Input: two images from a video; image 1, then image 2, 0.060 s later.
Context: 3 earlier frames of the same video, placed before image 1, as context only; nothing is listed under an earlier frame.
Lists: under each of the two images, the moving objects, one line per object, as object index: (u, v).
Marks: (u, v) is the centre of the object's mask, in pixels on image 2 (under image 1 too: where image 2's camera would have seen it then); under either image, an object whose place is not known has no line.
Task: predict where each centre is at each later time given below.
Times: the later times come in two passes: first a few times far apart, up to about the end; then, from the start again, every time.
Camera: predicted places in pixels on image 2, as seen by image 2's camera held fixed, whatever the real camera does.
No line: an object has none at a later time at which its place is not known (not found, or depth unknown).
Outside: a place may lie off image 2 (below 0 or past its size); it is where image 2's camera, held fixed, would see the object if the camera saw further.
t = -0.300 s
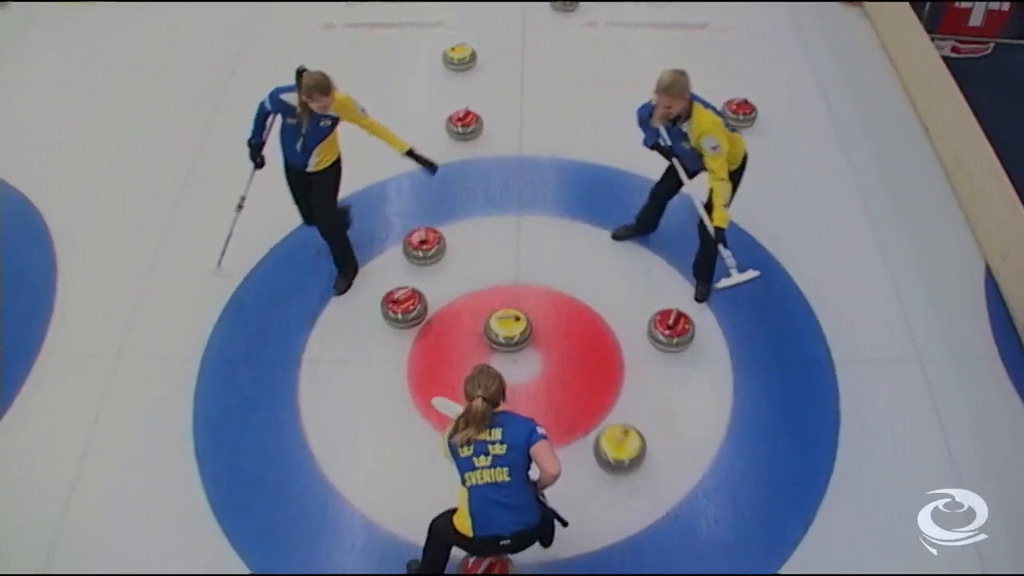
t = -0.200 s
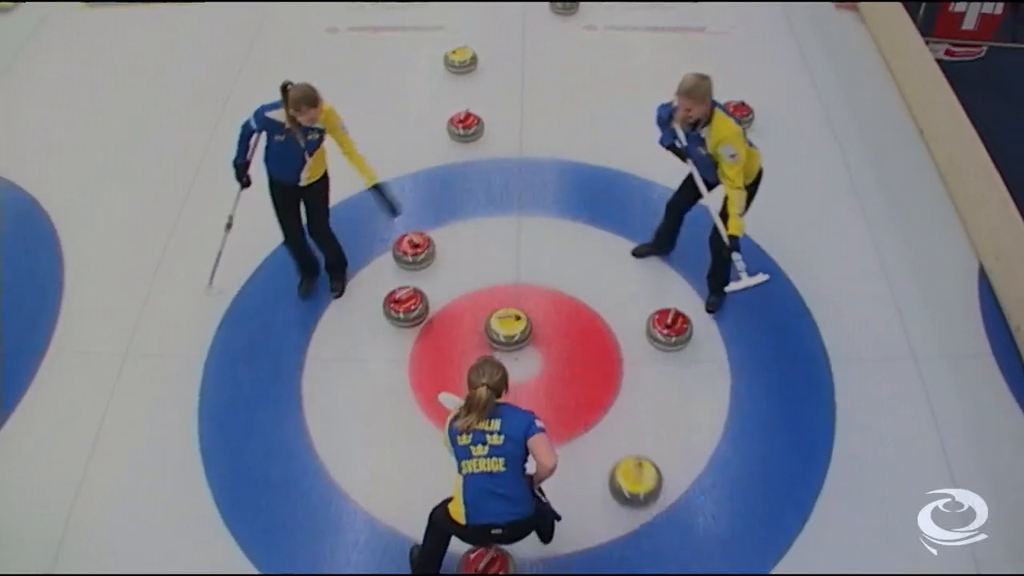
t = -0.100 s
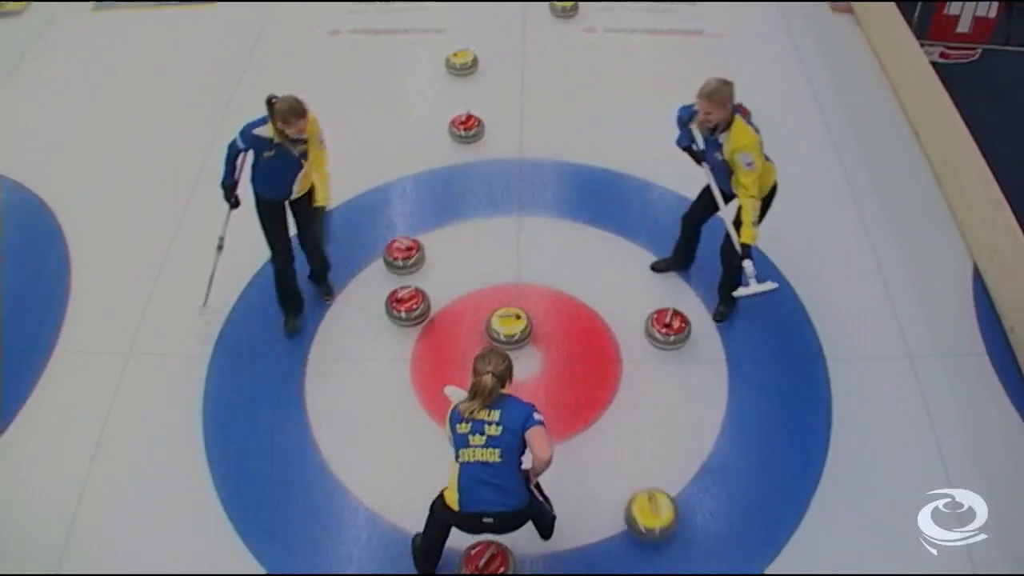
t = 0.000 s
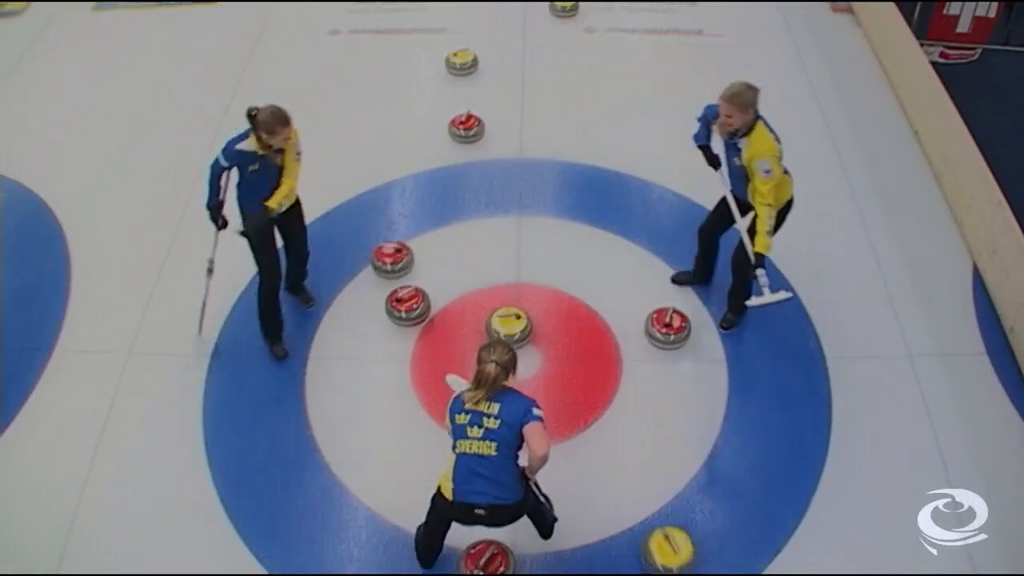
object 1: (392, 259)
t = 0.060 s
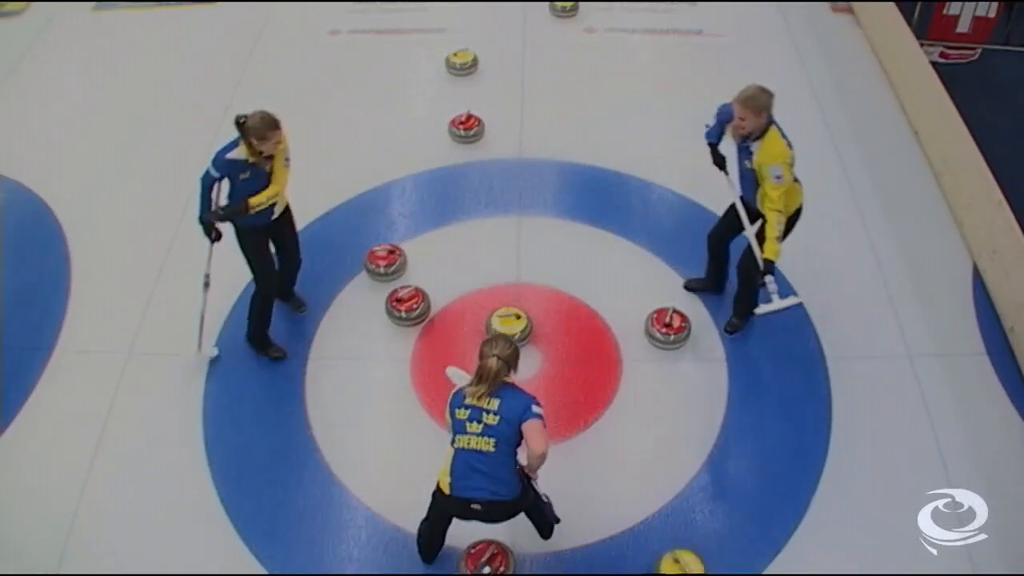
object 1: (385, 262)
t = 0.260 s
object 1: (363, 272)
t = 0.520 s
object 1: (333, 283)
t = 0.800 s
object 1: (302, 295)
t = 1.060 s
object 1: (273, 306)
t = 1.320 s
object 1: (246, 317)
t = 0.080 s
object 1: (383, 263)
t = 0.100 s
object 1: (381, 264)
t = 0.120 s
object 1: (379, 265)
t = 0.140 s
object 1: (376, 266)
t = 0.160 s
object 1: (374, 267)
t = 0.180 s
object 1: (372, 268)
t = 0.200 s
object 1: (369, 269)
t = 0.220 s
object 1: (367, 269)
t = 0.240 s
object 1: (365, 271)
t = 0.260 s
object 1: (363, 272)
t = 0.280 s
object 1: (360, 273)
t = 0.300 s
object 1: (358, 274)
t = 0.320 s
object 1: (355, 275)
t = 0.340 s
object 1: (353, 275)
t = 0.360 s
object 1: (351, 276)
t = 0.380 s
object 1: (349, 277)
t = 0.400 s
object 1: (346, 278)
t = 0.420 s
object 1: (344, 279)
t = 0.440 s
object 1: (342, 279)
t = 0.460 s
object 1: (339, 280)
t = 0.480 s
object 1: (337, 281)
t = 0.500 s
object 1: (335, 282)
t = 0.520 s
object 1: (333, 283)
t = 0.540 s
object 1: (330, 284)
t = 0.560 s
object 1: (328, 284)
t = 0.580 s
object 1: (325, 285)
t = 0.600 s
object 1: (323, 286)
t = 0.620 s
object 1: (321, 288)
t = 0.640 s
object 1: (319, 288)
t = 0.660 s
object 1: (316, 289)
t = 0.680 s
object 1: (314, 290)
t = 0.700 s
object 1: (312, 291)
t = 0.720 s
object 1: (310, 292)
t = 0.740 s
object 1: (308, 293)
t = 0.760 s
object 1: (306, 294)
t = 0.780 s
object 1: (303, 295)
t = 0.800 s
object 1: (302, 295)
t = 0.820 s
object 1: (299, 296)
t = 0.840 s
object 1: (297, 297)
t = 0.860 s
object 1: (295, 298)
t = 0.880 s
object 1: (293, 299)
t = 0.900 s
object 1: (291, 300)
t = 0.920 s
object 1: (288, 300)
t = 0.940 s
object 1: (286, 301)
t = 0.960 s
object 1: (283, 302)
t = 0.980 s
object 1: (282, 303)
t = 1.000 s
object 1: (280, 304)
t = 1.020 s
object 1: (277, 305)
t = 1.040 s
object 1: (275, 306)
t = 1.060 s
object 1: (273, 306)
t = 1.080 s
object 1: (271, 307)
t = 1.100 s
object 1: (269, 308)
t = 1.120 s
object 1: (266, 309)
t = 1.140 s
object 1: (264, 310)
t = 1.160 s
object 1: (262, 311)
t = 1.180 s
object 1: (260, 312)
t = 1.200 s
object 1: (258, 312)
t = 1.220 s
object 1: (256, 313)
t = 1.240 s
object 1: (254, 314)
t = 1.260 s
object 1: (252, 315)
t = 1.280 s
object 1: (250, 316)
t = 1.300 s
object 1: (248, 316)
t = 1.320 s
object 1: (246, 317)
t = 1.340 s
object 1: (243, 318)
